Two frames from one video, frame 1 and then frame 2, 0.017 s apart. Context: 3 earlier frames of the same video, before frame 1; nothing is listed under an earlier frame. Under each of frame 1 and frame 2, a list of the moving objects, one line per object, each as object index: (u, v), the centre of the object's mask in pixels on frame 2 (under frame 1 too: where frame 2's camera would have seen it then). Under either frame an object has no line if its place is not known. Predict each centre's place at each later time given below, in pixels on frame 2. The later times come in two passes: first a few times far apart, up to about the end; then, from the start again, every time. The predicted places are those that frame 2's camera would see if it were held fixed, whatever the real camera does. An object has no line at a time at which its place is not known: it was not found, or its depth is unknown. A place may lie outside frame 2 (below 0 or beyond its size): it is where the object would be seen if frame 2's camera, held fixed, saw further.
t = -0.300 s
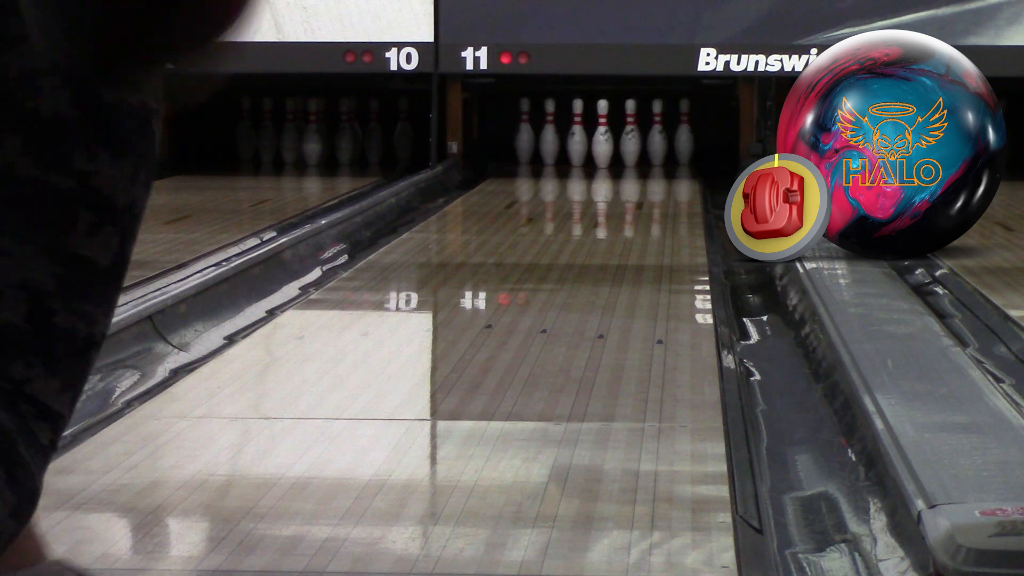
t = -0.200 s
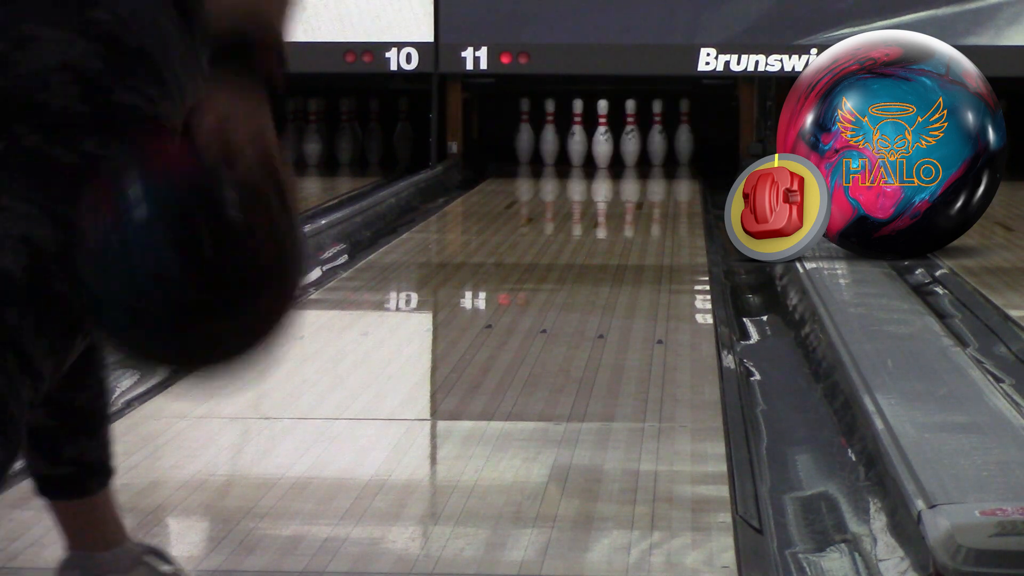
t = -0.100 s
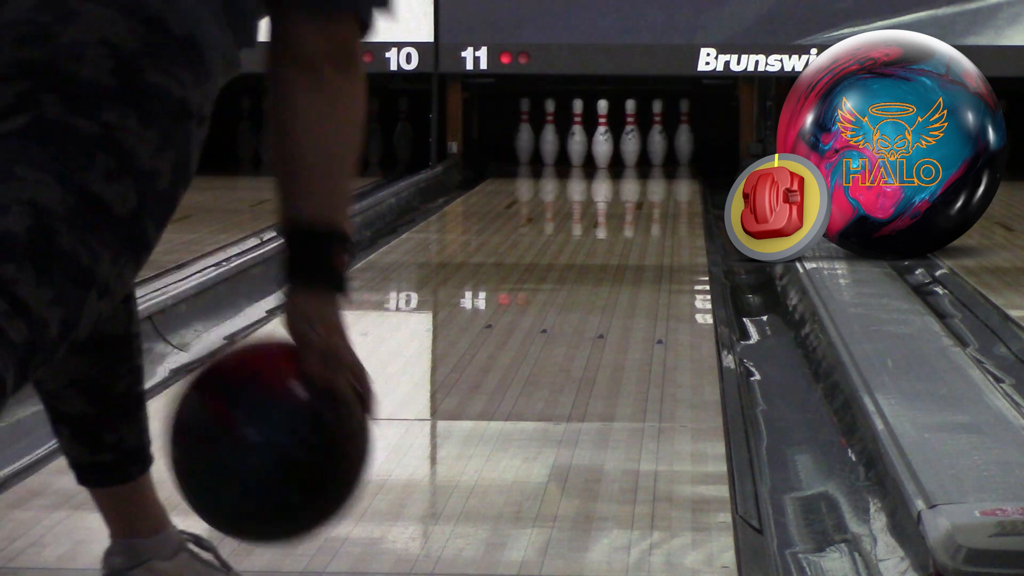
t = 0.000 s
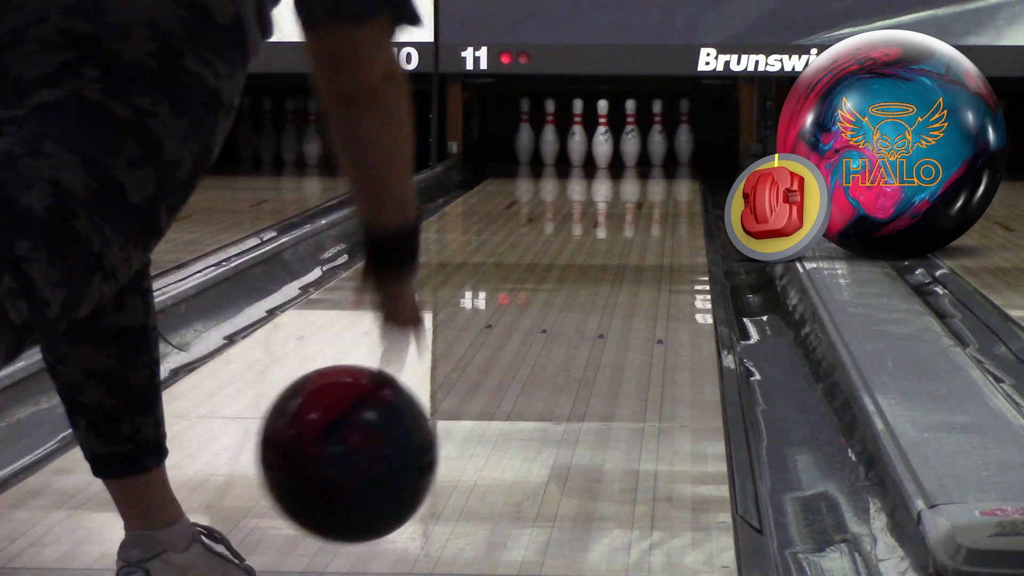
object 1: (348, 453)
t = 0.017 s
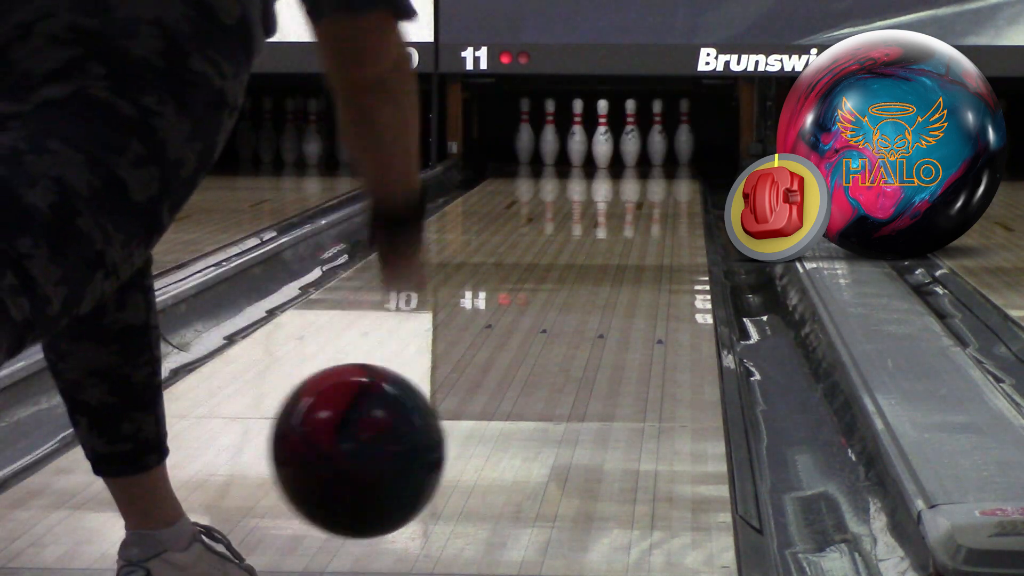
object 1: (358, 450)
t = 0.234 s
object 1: (460, 398)
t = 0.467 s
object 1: (528, 336)
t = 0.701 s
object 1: (575, 293)
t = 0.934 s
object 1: (608, 259)
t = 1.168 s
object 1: (632, 236)
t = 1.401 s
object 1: (649, 217)
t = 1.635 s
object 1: (661, 202)
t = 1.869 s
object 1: (668, 190)
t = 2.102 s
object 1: (671, 180)
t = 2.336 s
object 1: (668, 171)
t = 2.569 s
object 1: (660, 163)
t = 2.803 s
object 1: (646, 158)
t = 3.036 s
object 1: (634, 152)
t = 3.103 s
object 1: (628, 152)
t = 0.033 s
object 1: (368, 449)
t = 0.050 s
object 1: (377, 451)
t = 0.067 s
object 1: (386, 454)
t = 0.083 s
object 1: (395, 456)
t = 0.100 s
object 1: (403, 448)
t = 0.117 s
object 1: (411, 441)
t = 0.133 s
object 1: (419, 434)
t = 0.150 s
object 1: (426, 428)
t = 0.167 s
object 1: (433, 422)
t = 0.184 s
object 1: (440, 416)
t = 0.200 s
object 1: (447, 410)
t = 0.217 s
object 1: (454, 404)
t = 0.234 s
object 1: (460, 398)
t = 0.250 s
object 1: (466, 393)
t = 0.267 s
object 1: (472, 387)
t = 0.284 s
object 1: (478, 382)
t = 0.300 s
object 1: (483, 377)
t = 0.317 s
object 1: (488, 372)
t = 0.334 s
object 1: (493, 367)
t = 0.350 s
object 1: (498, 362)
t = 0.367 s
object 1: (502, 358)
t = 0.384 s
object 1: (507, 354)
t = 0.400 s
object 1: (511, 351)
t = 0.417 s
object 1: (515, 347)
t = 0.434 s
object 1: (520, 343)
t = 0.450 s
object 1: (524, 340)
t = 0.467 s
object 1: (528, 336)
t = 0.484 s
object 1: (532, 332)
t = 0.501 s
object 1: (536, 329)
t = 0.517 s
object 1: (540, 326)
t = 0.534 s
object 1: (544, 322)
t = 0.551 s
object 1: (547, 319)
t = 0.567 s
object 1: (551, 316)
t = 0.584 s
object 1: (554, 312)
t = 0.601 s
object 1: (557, 309)
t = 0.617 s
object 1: (560, 306)
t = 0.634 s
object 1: (563, 303)
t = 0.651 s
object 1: (566, 300)
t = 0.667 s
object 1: (569, 298)
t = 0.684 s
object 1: (572, 295)
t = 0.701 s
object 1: (575, 293)
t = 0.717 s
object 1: (577, 289)
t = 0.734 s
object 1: (580, 287)
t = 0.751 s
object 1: (582, 284)
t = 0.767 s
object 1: (585, 282)
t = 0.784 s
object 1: (587, 280)
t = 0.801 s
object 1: (590, 277)
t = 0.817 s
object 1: (592, 275)
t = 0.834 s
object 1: (595, 273)
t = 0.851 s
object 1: (598, 270)
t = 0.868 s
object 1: (600, 268)
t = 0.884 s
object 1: (602, 266)
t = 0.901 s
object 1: (604, 264)
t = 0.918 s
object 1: (606, 262)
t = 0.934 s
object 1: (608, 259)
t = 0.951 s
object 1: (609, 258)
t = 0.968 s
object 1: (611, 256)
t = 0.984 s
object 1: (613, 254)
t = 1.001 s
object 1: (615, 253)
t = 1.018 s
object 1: (617, 251)
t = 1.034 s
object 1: (618, 249)
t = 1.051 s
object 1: (620, 247)
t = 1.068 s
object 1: (622, 245)
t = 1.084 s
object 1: (624, 244)
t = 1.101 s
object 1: (626, 242)
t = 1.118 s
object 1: (627, 241)
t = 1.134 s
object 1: (629, 239)
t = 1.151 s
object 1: (630, 238)
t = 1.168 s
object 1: (632, 236)
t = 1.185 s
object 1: (634, 234)
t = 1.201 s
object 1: (635, 233)
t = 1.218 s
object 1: (636, 232)
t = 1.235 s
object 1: (638, 230)
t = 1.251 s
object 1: (639, 228)
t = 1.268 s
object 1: (640, 227)
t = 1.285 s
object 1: (641, 226)
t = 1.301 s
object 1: (642, 224)
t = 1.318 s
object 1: (643, 223)
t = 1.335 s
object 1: (645, 222)
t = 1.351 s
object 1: (646, 221)
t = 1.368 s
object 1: (647, 220)
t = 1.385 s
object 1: (648, 218)
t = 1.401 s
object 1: (649, 217)
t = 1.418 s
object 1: (650, 216)
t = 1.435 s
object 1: (651, 215)
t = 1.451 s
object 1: (652, 214)
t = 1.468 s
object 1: (653, 213)
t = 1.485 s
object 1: (654, 211)
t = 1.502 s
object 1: (655, 210)
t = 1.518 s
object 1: (656, 209)
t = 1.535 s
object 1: (657, 207)
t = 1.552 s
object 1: (658, 206)
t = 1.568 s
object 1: (659, 205)
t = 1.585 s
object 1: (659, 204)
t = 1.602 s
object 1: (660, 203)
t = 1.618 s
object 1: (660, 203)
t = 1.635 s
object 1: (661, 202)
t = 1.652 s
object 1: (662, 201)
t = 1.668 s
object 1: (662, 200)
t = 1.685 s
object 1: (663, 199)
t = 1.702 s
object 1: (664, 198)
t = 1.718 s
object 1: (664, 197)
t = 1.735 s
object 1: (664, 196)
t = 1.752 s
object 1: (665, 196)
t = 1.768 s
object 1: (666, 195)
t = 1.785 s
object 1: (666, 194)
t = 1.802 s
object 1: (667, 193)
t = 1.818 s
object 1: (667, 192)
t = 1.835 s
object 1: (668, 191)
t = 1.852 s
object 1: (668, 191)
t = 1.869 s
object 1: (668, 190)
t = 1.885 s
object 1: (669, 189)
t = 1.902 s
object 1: (669, 188)
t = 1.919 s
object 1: (669, 188)
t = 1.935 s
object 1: (670, 187)
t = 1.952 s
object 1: (670, 186)
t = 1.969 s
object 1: (670, 186)
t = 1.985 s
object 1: (670, 185)
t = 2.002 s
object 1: (670, 184)
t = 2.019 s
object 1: (671, 183)
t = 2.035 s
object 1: (671, 183)
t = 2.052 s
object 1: (671, 182)
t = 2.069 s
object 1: (671, 181)
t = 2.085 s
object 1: (671, 180)
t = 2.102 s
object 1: (671, 180)
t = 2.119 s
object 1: (671, 179)
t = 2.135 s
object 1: (671, 178)
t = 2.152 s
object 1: (671, 177)
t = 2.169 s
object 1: (671, 177)
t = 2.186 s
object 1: (670, 176)
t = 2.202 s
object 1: (670, 176)
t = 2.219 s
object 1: (670, 175)
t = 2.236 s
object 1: (670, 175)
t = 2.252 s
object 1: (670, 174)
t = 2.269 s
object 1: (670, 174)
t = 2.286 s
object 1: (669, 173)
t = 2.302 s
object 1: (668, 173)
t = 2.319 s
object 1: (668, 172)
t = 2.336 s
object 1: (668, 171)
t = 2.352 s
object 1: (667, 170)
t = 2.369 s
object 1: (667, 170)
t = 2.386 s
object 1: (667, 169)
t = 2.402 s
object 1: (666, 169)
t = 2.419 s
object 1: (666, 169)
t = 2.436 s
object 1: (666, 168)
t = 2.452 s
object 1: (665, 168)
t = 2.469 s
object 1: (665, 167)
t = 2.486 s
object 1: (664, 166)
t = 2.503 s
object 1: (663, 165)
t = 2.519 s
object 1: (662, 165)
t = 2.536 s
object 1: (661, 164)
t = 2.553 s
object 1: (661, 164)
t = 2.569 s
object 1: (660, 163)
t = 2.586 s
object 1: (660, 163)
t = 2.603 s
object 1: (658, 163)
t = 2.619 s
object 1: (658, 163)
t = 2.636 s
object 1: (656, 162)
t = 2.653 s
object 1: (656, 161)
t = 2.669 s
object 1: (654, 161)
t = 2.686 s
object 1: (653, 161)
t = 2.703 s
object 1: (652, 160)
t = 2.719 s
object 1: (650, 159)
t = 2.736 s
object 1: (649, 159)
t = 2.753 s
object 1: (649, 159)
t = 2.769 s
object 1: (648, 158)
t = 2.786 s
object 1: (647, 158)
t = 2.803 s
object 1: (646, 158)
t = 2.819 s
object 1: (645, 157)
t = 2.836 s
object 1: (644, 157)
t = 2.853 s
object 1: (643, 157)
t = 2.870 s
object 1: (642, 156)
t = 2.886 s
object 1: (641, 156)
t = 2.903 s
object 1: (640, 156)
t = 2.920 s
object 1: (638, 155)
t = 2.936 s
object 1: (638, 155)
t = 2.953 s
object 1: (636, 155)
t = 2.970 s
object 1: (636, 154)
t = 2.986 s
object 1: (635, 154)
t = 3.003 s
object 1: (635, 154)
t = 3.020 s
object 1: (633, 153)
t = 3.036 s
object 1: (634, 152)
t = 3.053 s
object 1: (632, 153)
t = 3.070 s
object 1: (629, 152)
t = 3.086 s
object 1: (627, 150)
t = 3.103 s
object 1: (628, 152)
